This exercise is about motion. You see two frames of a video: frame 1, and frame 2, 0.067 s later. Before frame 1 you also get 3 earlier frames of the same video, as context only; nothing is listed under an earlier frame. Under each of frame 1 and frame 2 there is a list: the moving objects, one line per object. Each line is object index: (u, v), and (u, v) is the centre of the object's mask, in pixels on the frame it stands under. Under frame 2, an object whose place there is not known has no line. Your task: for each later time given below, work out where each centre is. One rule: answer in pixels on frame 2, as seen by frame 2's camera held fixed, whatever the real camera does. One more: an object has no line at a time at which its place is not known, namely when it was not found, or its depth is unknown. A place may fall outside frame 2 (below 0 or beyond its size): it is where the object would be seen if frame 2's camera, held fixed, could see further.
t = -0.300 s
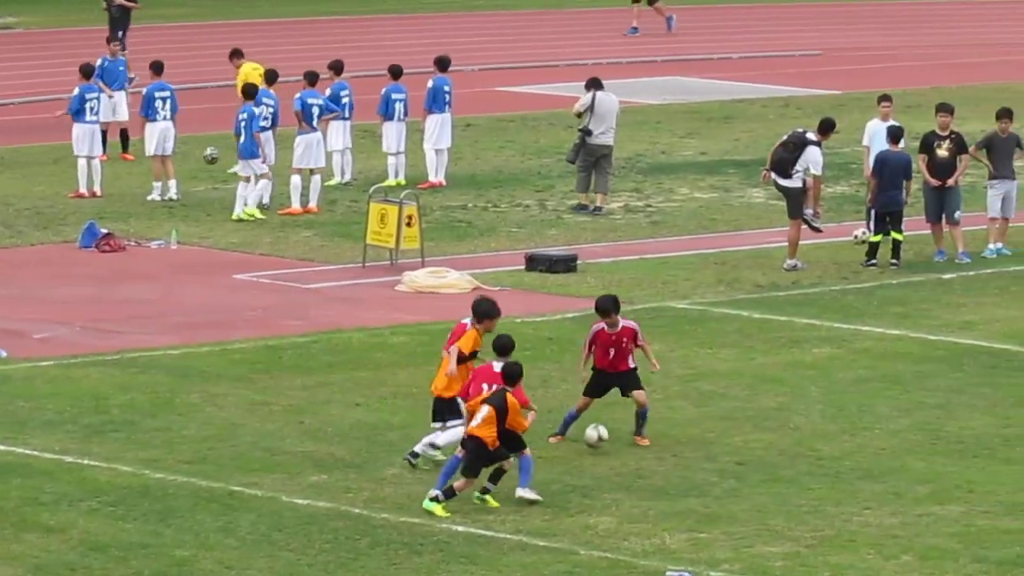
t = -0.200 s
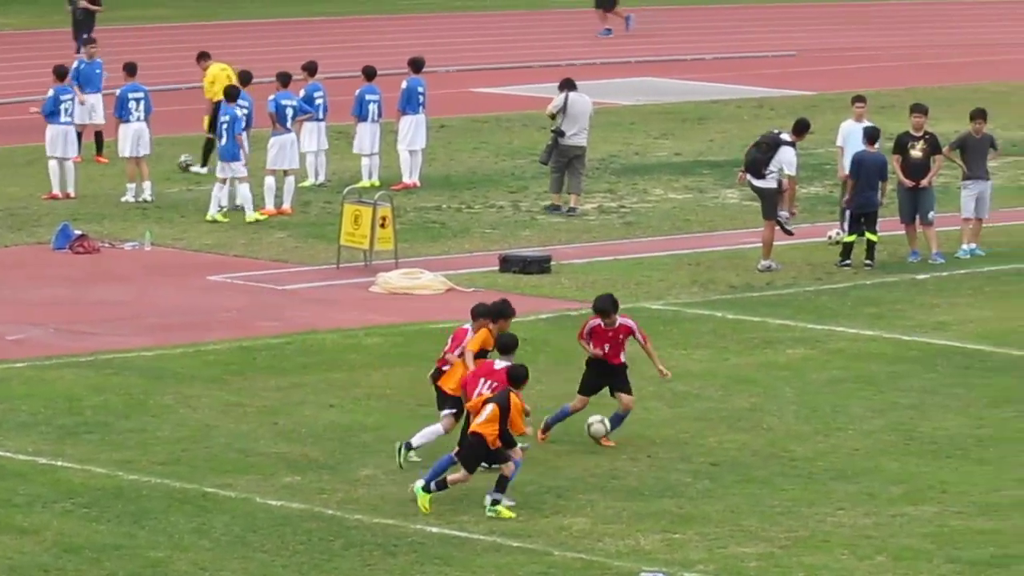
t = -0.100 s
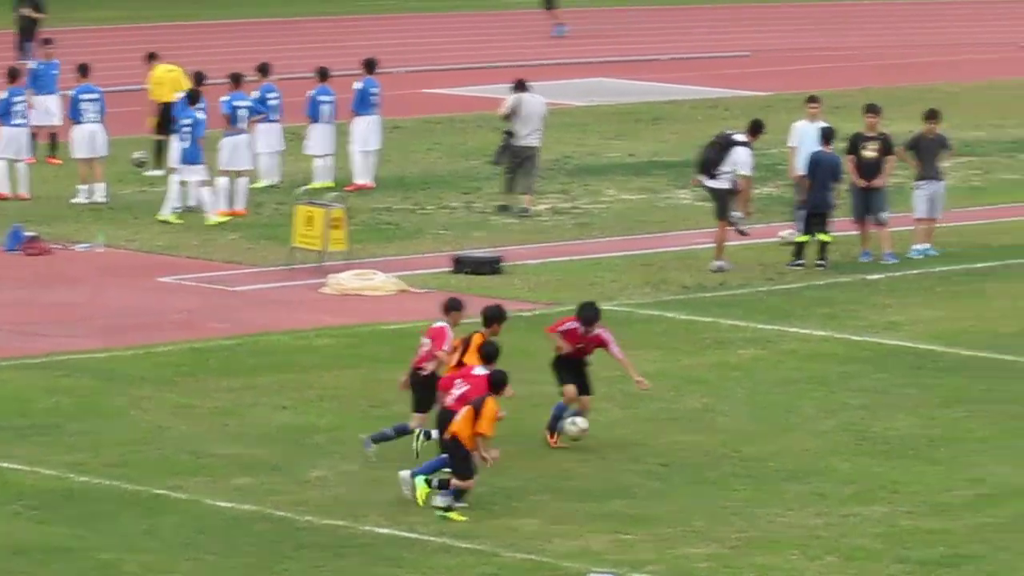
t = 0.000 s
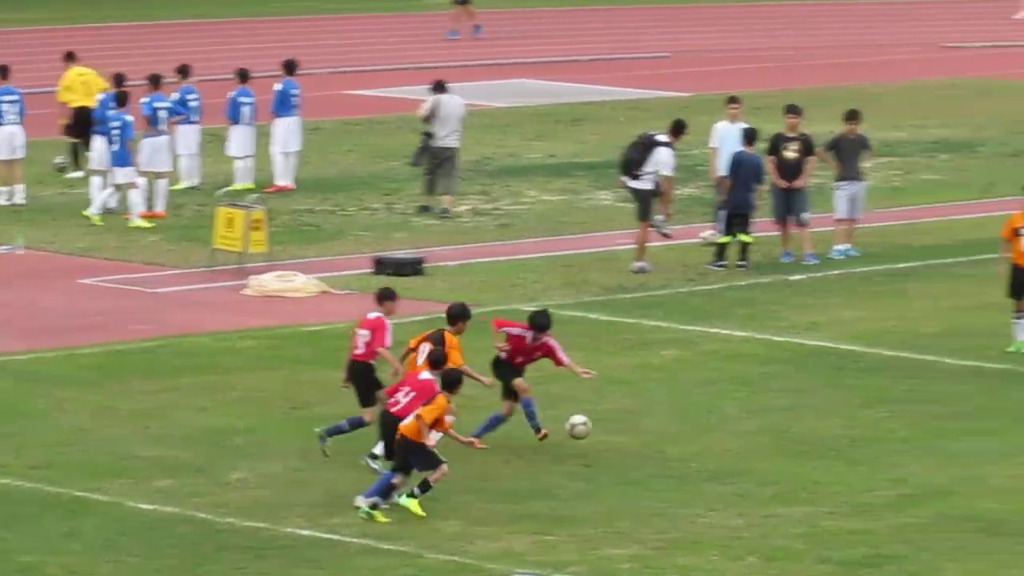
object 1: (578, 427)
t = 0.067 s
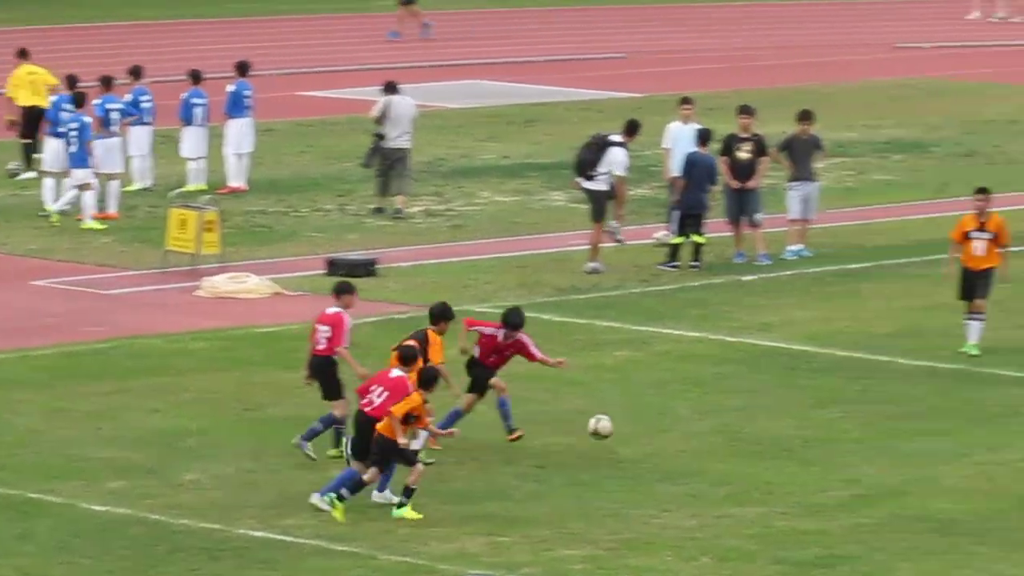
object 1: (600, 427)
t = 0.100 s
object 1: (635, 428)
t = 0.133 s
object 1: (669, 431)
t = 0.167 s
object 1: (704, 435)
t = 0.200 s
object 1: (738, 440)
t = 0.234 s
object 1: (773, 447)
